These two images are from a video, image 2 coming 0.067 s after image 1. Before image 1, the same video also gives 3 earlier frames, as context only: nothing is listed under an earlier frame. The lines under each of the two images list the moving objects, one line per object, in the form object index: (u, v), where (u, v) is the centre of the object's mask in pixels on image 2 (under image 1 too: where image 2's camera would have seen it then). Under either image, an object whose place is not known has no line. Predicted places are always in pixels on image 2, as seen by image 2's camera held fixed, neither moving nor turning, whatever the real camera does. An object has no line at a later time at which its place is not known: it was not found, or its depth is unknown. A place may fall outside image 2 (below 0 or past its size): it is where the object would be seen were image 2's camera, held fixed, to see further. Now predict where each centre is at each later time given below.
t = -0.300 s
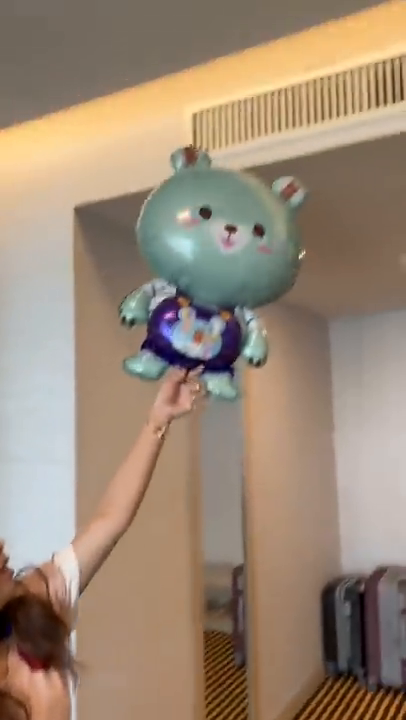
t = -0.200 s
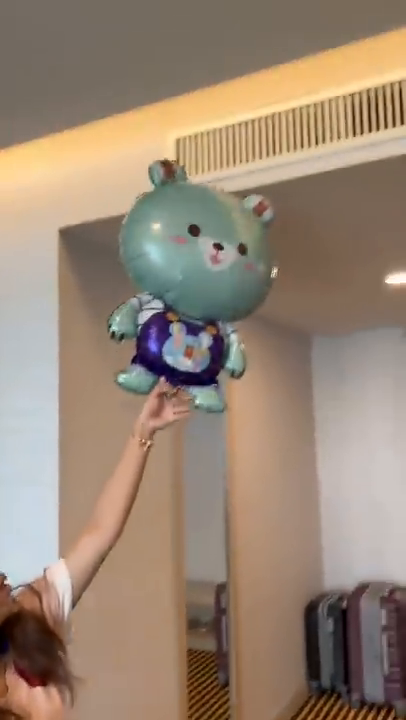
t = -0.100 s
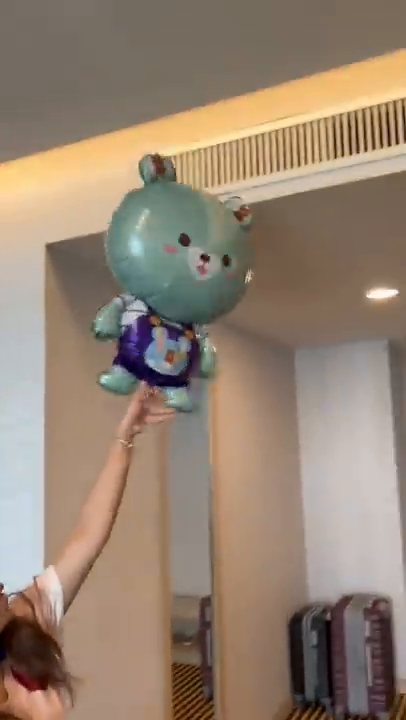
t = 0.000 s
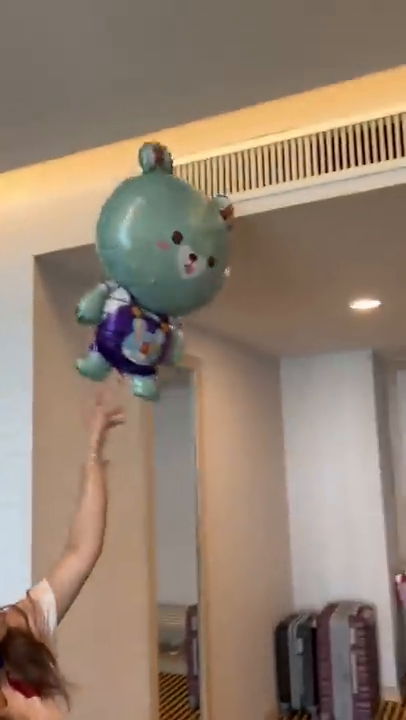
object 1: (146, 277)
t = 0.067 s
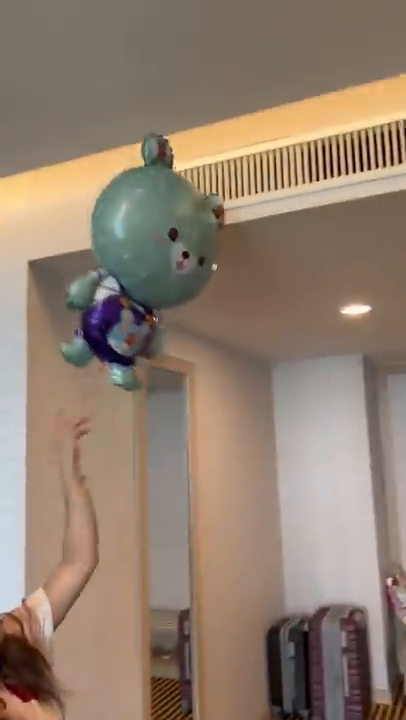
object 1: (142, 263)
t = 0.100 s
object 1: (138, 255)
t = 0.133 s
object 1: (134, 250)
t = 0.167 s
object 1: (132, 244)
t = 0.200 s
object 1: (128, 238)
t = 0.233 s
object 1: (125, 232)
